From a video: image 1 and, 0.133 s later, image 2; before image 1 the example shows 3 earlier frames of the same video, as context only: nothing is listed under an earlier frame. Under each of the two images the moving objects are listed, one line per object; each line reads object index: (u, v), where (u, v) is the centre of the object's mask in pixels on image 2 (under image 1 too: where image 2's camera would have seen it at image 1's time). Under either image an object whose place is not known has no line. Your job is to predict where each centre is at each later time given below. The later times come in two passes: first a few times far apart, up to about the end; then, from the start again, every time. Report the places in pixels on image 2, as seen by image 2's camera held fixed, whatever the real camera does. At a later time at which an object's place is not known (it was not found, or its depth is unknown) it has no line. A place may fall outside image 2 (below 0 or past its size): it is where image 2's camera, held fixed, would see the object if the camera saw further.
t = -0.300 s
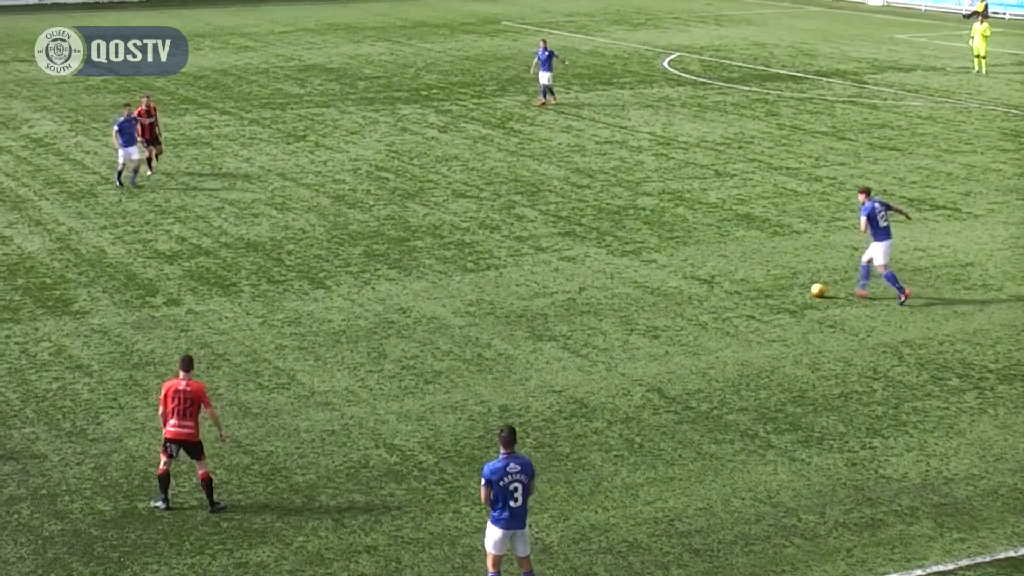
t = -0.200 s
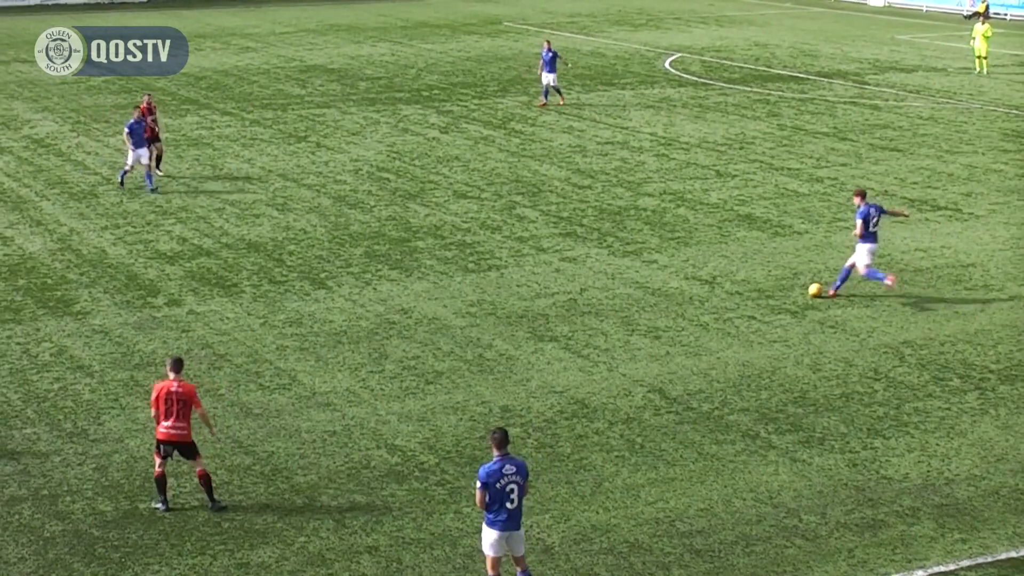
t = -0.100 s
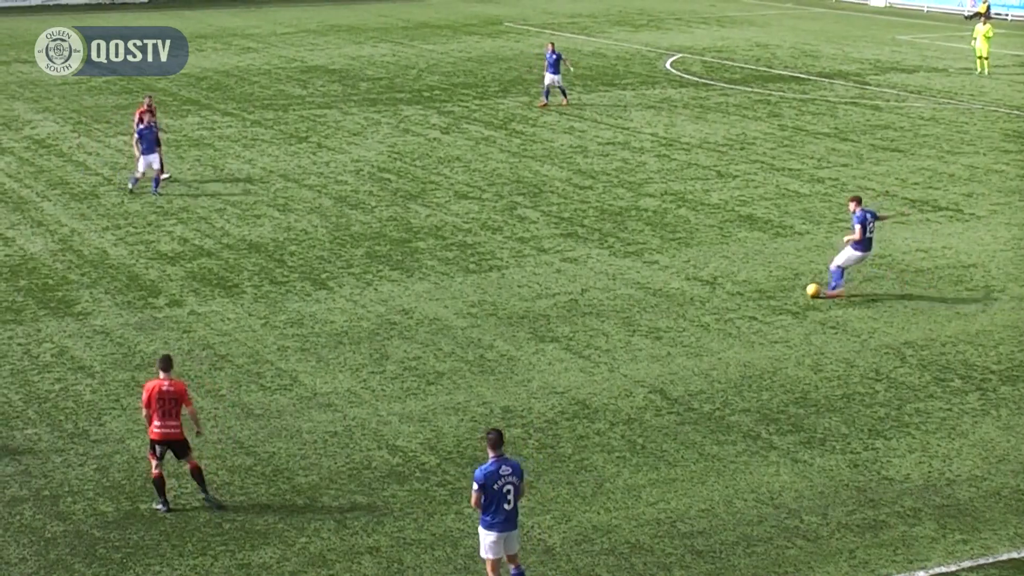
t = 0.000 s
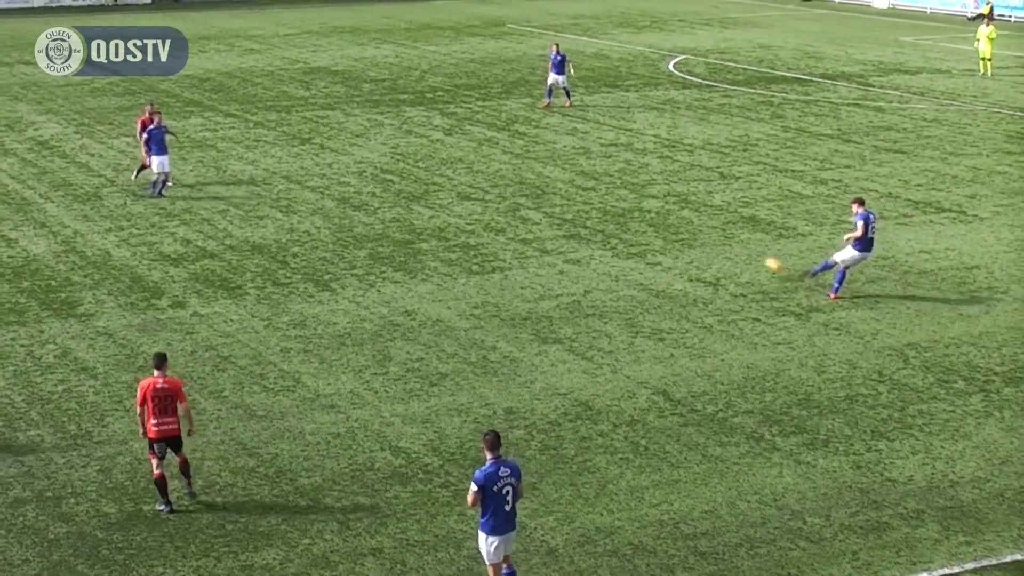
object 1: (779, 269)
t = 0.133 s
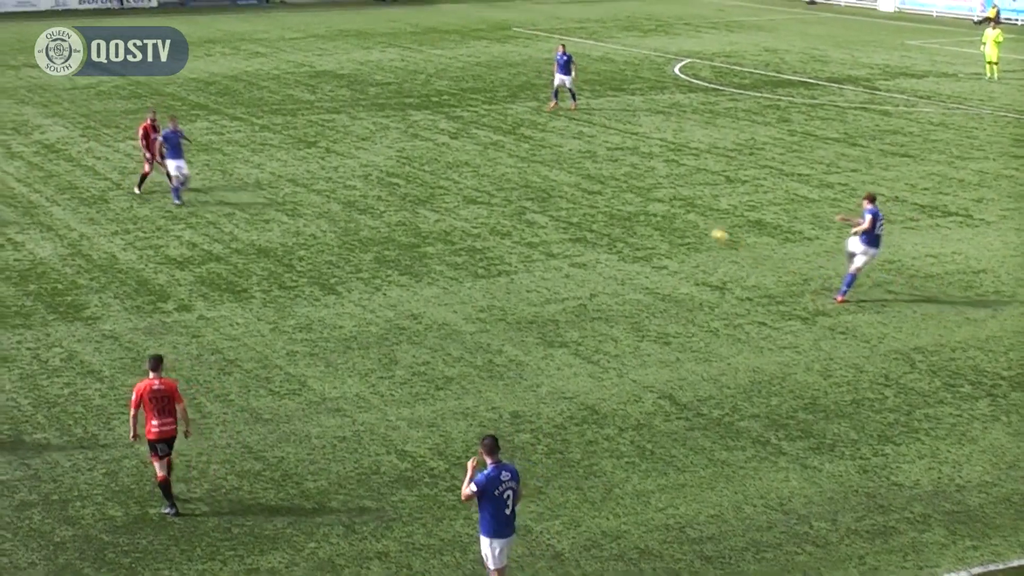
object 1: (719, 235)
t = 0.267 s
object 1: (681, 211)
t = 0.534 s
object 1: (637, 173)
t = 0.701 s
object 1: (622, 160)
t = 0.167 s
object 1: (708, 230)
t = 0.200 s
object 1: (697, 225)
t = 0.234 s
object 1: (687, 218)
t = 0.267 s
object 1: (681, 211)
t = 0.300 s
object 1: (673, 205)
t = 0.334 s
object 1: (666, 199)
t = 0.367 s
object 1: (660, 196)
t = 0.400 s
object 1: (654, 193)
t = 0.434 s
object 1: (649, 190)
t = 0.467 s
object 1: (644, 183)
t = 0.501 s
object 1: (640, 178)
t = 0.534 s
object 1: (637, 173)
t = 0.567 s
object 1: (634, 169)
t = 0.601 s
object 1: (630, 166)
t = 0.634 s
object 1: (627, 163)
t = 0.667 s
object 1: (624, 162)
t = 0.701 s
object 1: (622, 160)
